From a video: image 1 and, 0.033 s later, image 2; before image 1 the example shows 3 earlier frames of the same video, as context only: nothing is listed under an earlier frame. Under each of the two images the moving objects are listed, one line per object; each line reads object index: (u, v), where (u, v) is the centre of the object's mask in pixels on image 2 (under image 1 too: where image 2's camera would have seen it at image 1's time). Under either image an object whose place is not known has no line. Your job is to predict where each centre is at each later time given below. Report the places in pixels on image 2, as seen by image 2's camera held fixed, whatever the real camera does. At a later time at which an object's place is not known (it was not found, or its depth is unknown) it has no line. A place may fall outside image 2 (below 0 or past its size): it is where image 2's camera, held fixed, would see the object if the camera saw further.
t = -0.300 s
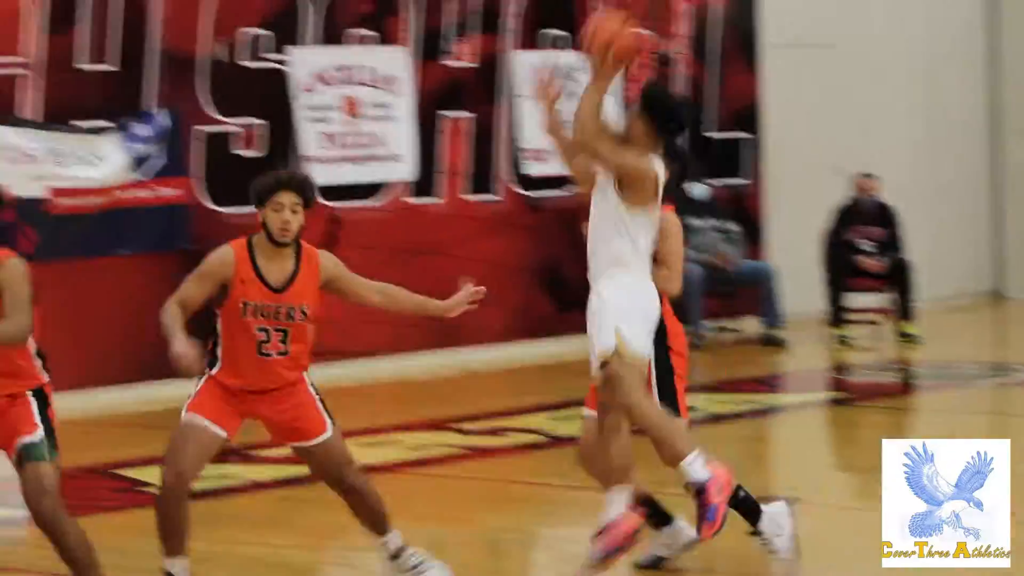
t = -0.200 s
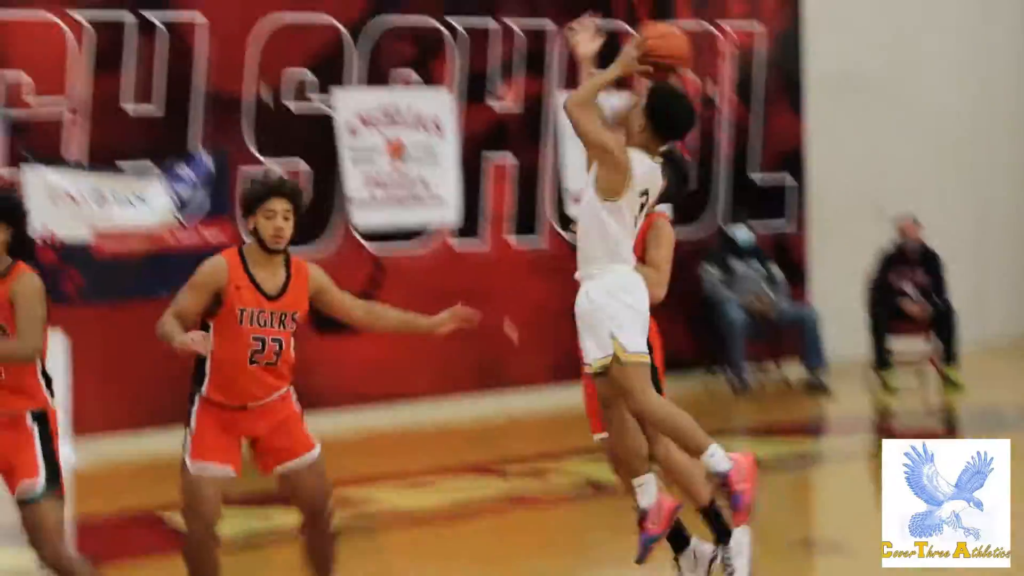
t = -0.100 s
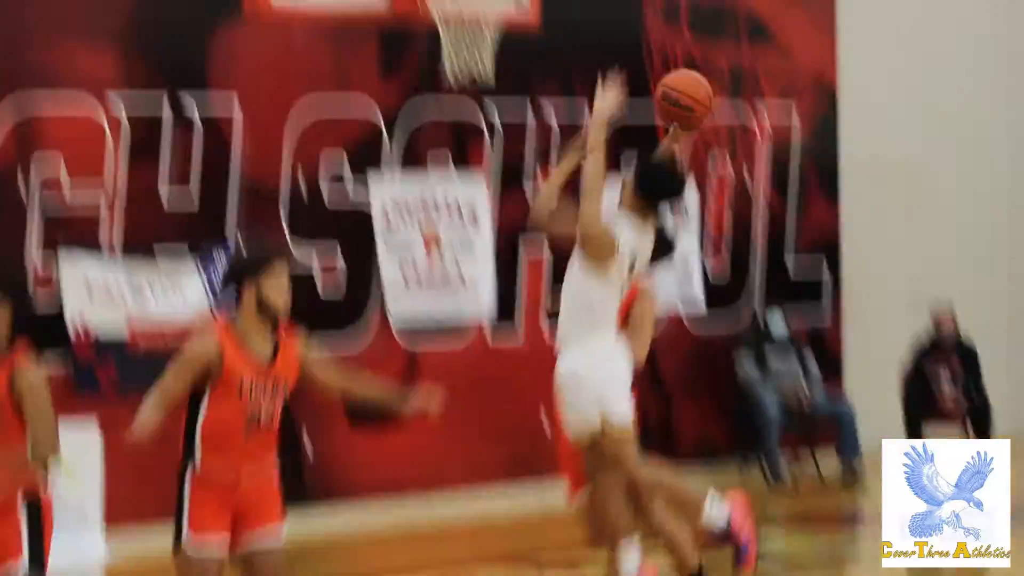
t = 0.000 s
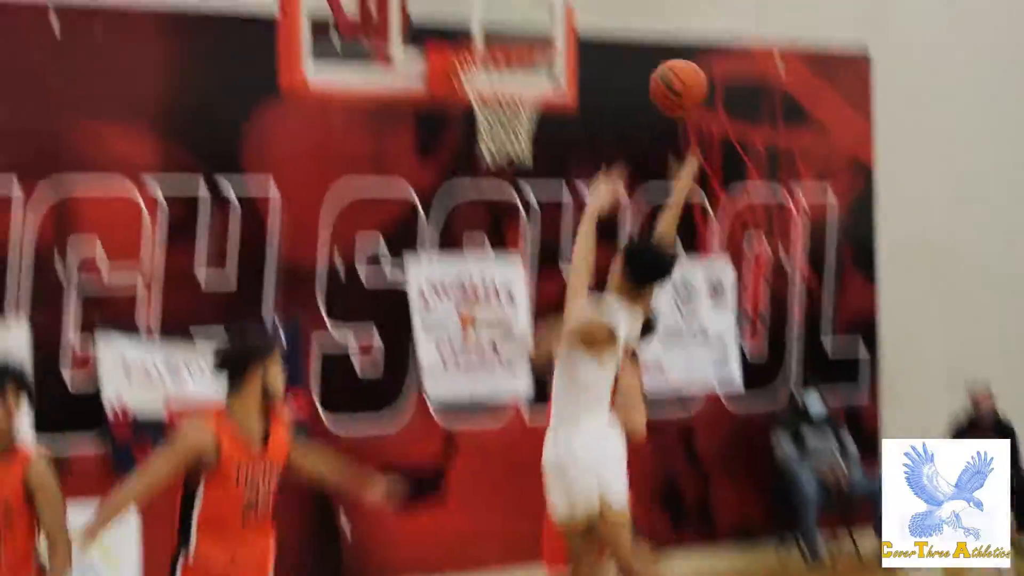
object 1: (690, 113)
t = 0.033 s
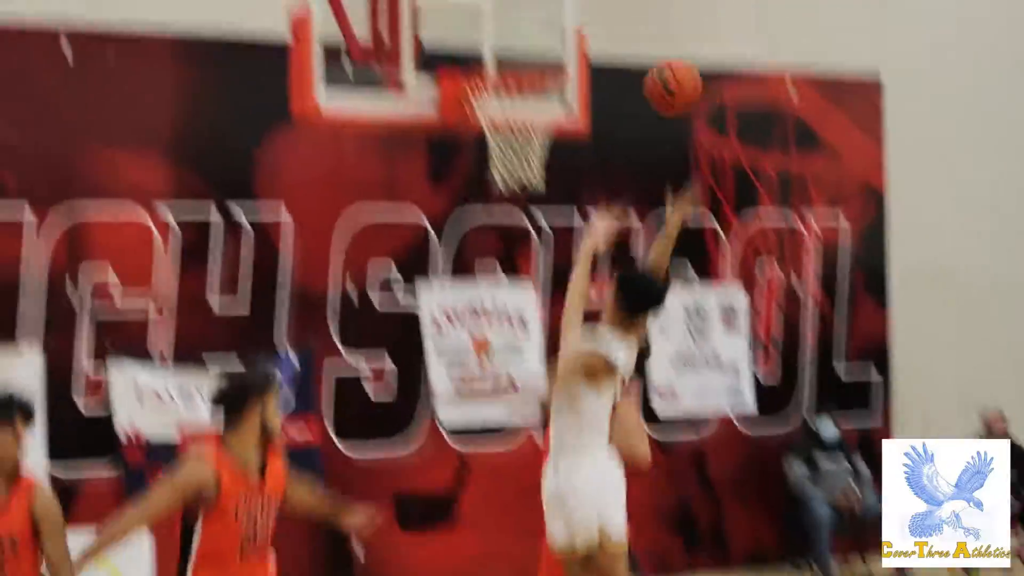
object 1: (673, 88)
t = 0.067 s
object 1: (657, 69)
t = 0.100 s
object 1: (641, 46)
